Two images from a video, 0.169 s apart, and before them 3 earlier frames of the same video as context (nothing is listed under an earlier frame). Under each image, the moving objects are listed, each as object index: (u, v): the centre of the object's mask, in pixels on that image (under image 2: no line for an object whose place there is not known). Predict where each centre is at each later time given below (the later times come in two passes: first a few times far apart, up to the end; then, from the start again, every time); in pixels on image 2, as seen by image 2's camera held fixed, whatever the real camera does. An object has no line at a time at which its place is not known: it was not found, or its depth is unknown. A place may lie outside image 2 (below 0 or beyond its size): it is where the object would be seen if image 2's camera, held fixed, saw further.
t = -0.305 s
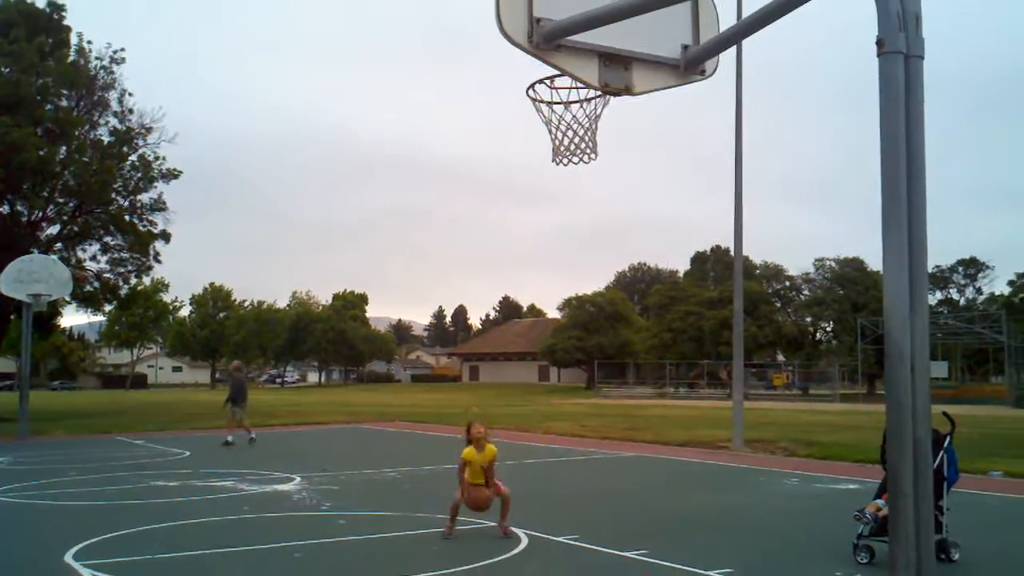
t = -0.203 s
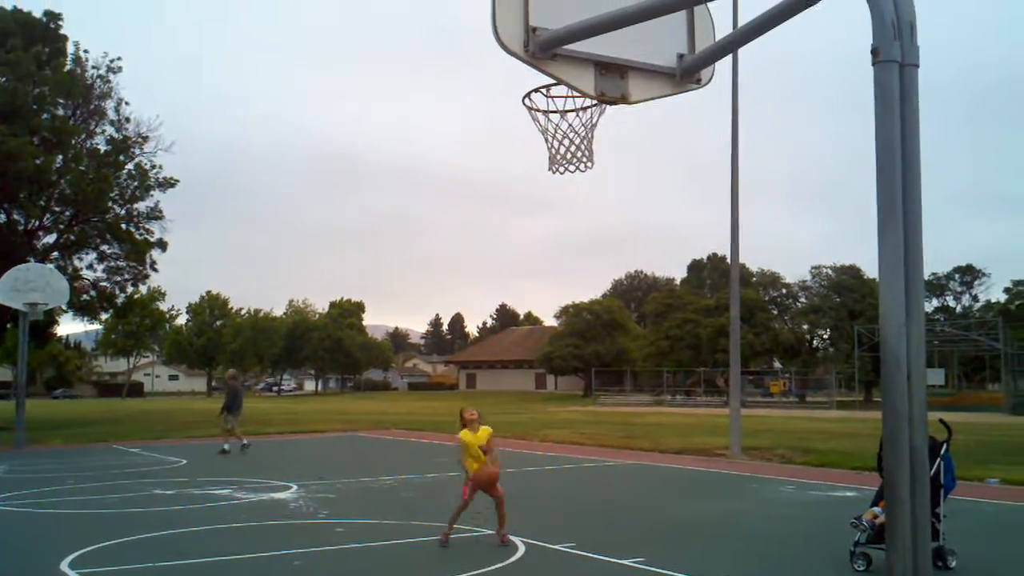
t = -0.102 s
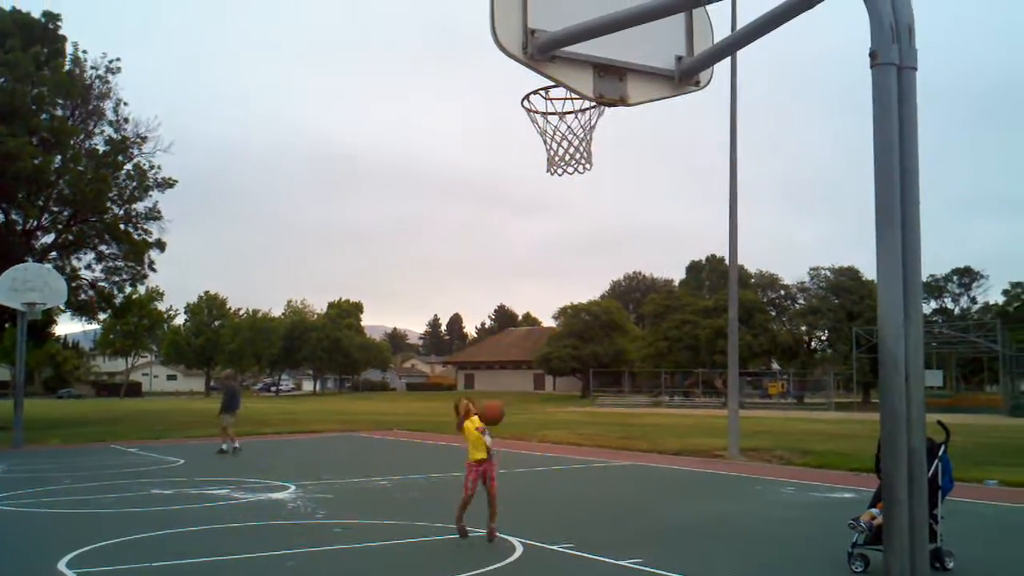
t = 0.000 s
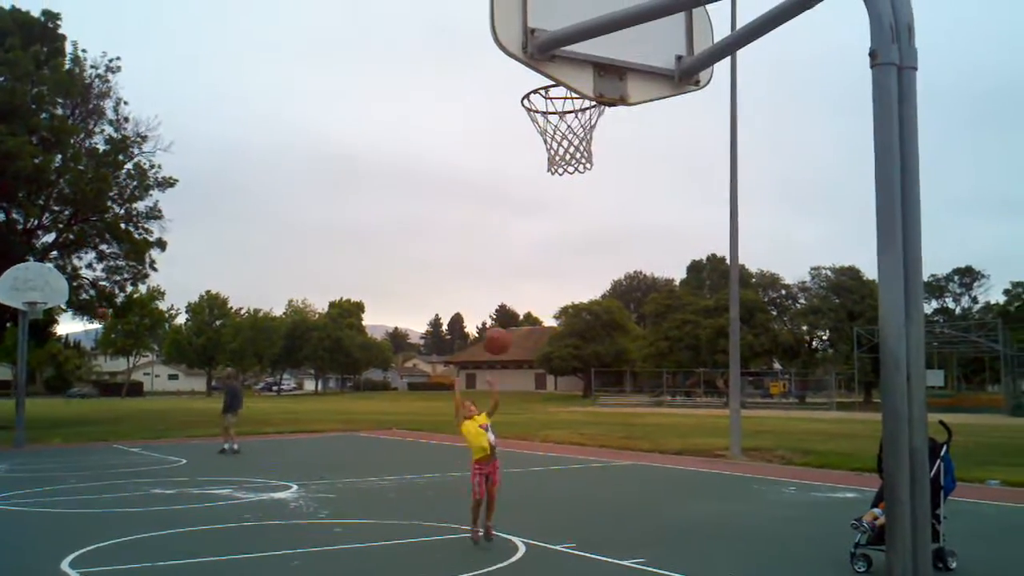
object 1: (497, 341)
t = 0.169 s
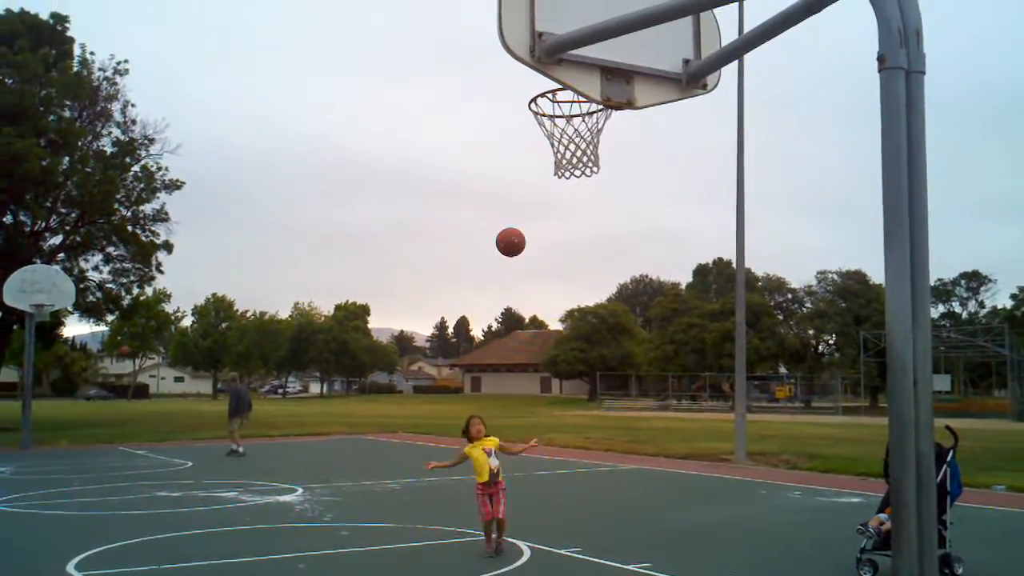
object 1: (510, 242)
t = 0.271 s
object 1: (517, 192)
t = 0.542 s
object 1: (538, 106)
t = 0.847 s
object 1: (523, 79)
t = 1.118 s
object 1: (479, 112)
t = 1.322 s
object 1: (444, 216)
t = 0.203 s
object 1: (512, 225)
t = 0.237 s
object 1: (515, 208)
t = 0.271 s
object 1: (517, 192)
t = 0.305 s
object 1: (518, 178)
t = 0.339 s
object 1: (520, 164)
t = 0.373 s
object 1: (523, 152)
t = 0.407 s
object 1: (526, 141)
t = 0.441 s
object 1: (528, 132)
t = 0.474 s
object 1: (531, 125)
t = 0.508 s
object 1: (536, 110)
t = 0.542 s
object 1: (538, 106)
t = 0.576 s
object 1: (542, 103)
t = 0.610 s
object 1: (545, 101)
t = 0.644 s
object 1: (548, 103)
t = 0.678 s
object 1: (551, 106)
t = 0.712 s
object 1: (548, 102)
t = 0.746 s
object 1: (541, 93)
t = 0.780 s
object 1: (536, 87)
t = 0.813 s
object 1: (529, 82)
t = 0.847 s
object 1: (523, 79)
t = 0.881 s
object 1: (517, 76)
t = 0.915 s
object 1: (512, 74)
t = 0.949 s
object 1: (507, 76)
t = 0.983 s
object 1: (503, 79)
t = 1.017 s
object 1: (497, 85)
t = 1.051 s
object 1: (489, 92)
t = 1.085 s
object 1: (485, 101)
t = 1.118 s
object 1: (479, 112)
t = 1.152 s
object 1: (474, 124)
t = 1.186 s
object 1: (467, 139)
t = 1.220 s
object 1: (461, 155)
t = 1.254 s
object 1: (456, 174)
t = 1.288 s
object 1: (451, 193)
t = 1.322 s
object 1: (444, 216)
